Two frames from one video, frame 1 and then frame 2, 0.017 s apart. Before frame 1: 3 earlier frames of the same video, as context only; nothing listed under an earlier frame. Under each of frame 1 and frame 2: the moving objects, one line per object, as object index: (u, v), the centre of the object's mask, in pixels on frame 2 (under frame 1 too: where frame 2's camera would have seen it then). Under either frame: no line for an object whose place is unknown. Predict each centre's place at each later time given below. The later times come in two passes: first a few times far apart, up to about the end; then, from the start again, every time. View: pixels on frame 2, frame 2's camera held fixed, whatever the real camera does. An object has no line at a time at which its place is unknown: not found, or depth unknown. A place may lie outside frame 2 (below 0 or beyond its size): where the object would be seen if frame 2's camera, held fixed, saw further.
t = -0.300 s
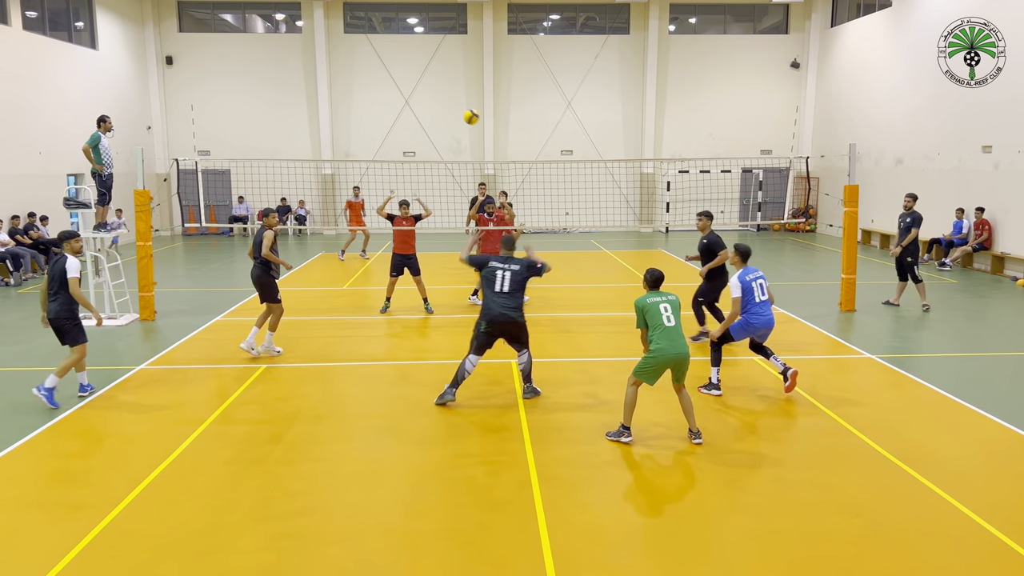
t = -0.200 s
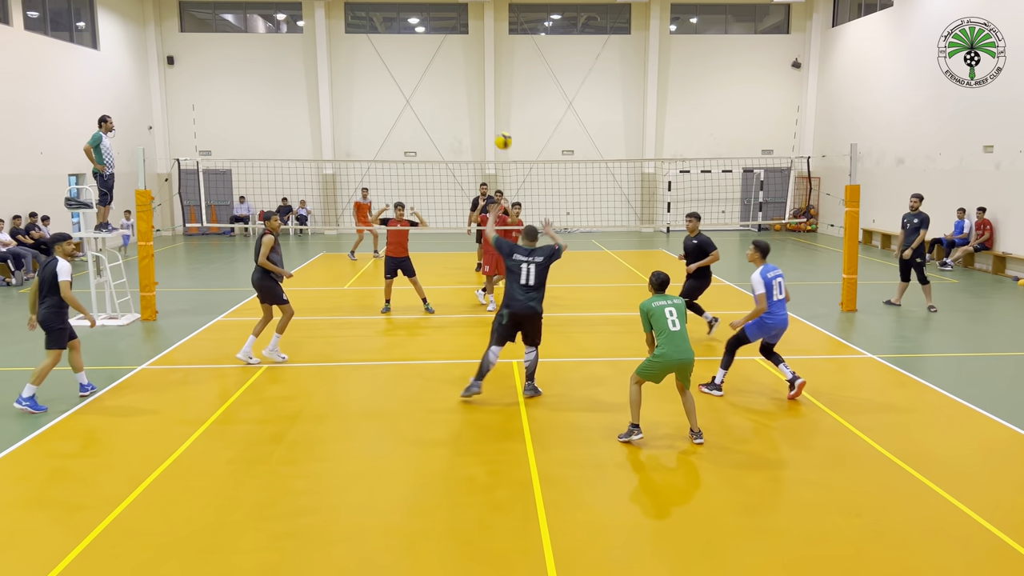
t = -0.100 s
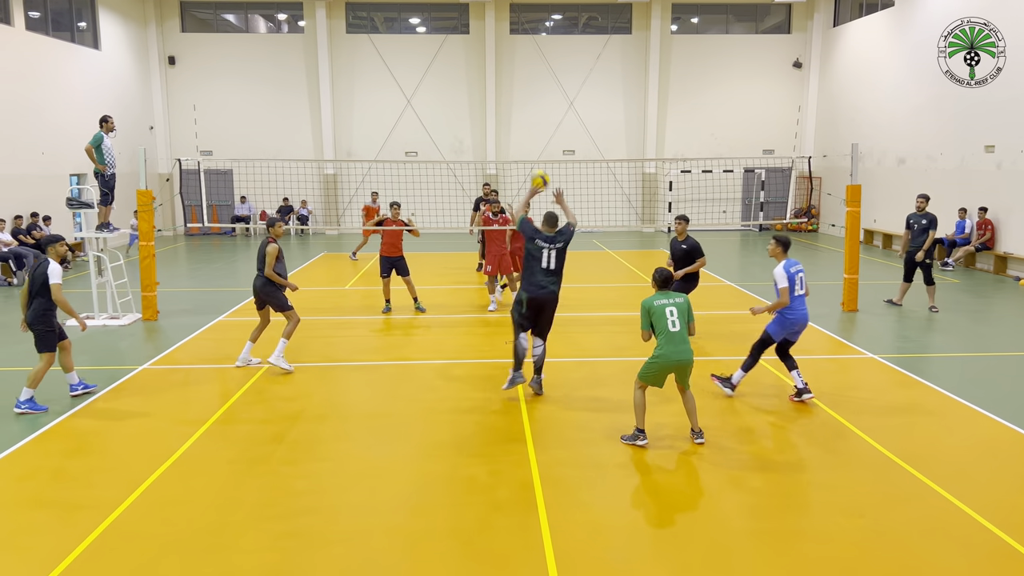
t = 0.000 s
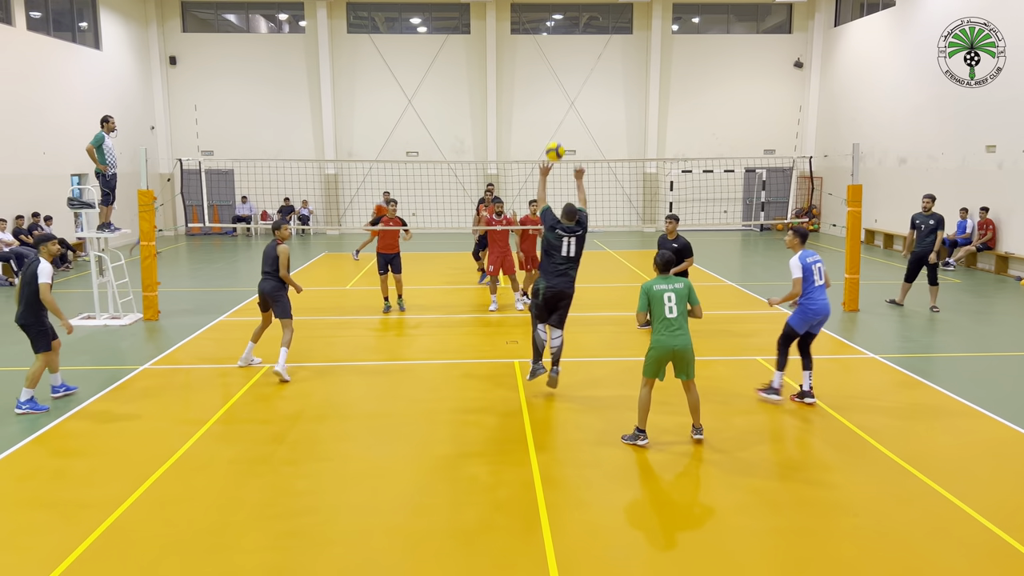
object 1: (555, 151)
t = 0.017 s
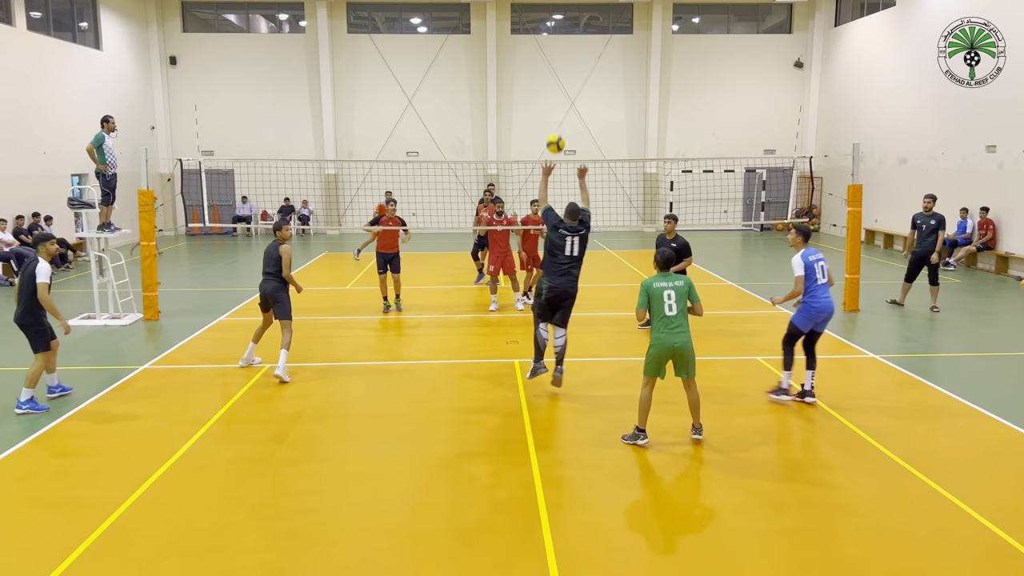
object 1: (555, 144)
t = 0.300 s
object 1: (563, 61)
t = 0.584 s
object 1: (569, 52)
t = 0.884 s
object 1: (574, 108)
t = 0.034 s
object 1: (556, 137)
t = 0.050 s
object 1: (556, 130)
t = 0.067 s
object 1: (557, 123)
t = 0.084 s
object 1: (558, 116)
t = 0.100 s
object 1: (558, 111)
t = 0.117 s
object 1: (559, 105)
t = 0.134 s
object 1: (559, 99)
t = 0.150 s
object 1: (559, 94)
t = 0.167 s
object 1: (560, 89)
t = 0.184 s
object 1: (560, 85)
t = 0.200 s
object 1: (561, 80)
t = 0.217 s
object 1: (561, 76)
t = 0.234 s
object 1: (561, 73)
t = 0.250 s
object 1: (562, 69)
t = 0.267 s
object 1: (562, 66)
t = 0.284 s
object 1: (563, 63)
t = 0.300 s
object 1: (563, 61)
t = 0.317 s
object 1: (564, 58)
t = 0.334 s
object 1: (564, 56)
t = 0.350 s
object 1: (564, 54)
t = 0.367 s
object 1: (565, 52)
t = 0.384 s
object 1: (565, 51)
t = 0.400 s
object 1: (565, 50)
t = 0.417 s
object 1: (566, 49)
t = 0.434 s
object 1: (566, 48)
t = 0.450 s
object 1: (566, 48)
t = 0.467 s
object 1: (567, 48)
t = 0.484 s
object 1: (567, 48)
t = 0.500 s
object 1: (567, 48)
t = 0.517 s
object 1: (568, 48)
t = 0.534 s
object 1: (568, 49)
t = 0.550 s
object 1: (568, 50)
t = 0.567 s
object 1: (569, 51)
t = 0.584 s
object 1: (569, 52)
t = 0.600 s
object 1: (569, 54)
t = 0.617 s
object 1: (570, 55)
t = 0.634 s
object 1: (570, 57)
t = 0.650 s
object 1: (571, 59)
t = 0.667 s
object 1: (571, 62)
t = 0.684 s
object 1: (571, 64)
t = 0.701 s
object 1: (572, 67)
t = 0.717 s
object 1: (572, 70)
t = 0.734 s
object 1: (572, 73)
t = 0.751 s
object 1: (573, 76)
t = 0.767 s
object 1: (573, 79)
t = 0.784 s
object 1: (573, 83)
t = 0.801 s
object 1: (573, 87)
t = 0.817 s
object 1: (573, 91)
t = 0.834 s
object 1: (574, 95)
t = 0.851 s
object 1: (574, 99)
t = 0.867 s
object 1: (574, 103)
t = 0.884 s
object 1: (574, 108)
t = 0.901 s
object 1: (575, 112)
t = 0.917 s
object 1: (575, 117)
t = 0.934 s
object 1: (575, 122)
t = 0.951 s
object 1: (575, 127)
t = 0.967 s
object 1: (576, 132)
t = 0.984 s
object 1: (576, 137)
